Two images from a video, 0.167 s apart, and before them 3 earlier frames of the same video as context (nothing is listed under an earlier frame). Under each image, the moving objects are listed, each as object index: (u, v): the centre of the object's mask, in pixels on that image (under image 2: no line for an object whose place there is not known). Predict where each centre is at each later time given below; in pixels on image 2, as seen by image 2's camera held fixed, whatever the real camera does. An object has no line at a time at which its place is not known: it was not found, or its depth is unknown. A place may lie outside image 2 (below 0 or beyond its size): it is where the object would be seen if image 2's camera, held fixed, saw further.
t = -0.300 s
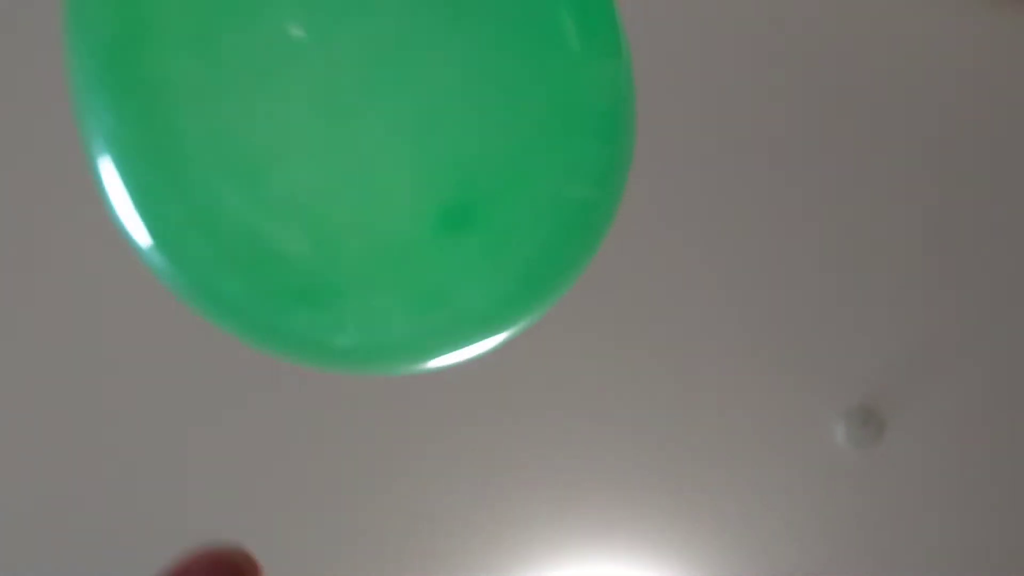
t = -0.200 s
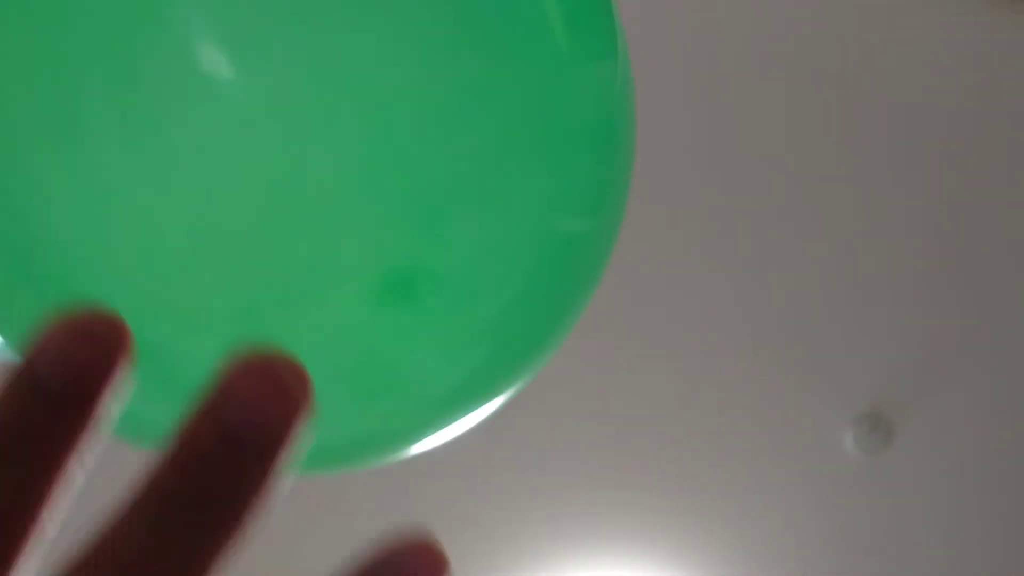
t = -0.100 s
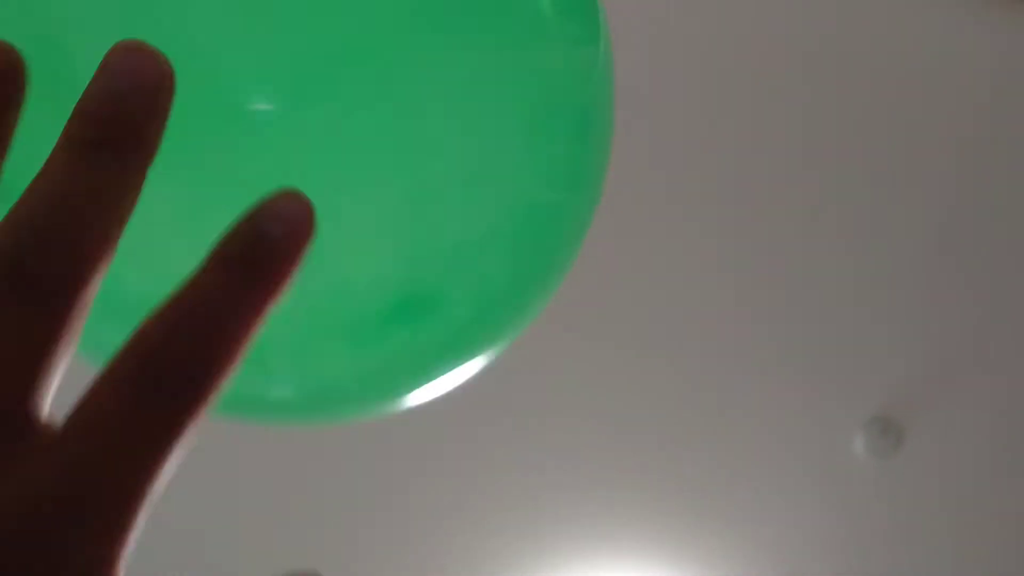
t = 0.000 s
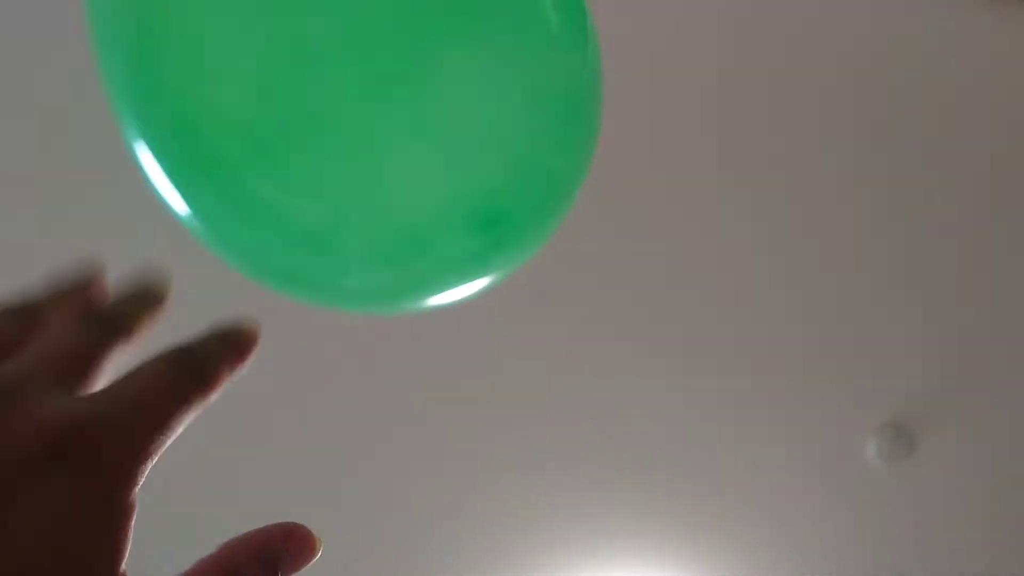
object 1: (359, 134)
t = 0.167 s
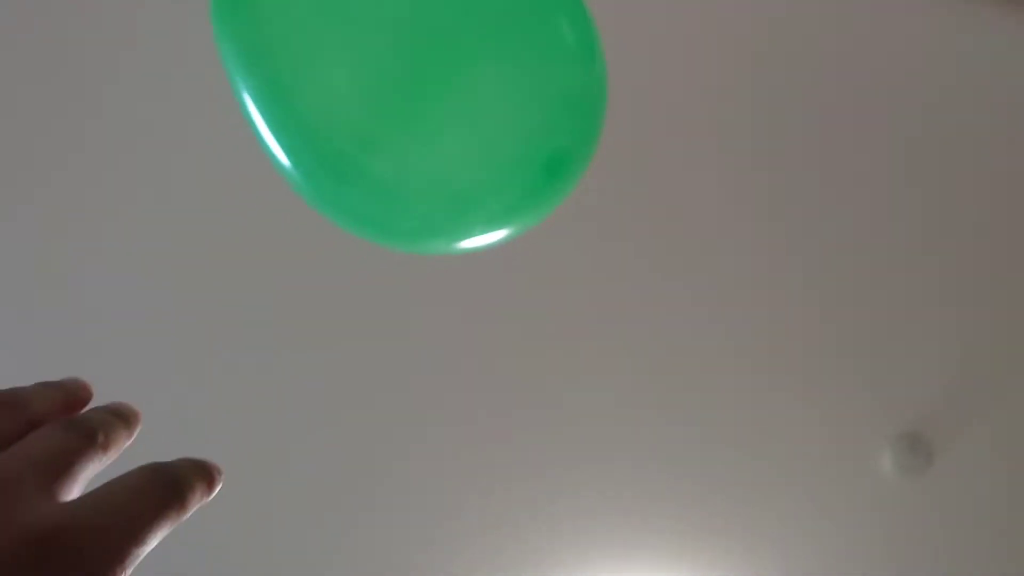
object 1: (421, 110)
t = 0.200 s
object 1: (430, 109)
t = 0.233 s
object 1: (437, 107)
